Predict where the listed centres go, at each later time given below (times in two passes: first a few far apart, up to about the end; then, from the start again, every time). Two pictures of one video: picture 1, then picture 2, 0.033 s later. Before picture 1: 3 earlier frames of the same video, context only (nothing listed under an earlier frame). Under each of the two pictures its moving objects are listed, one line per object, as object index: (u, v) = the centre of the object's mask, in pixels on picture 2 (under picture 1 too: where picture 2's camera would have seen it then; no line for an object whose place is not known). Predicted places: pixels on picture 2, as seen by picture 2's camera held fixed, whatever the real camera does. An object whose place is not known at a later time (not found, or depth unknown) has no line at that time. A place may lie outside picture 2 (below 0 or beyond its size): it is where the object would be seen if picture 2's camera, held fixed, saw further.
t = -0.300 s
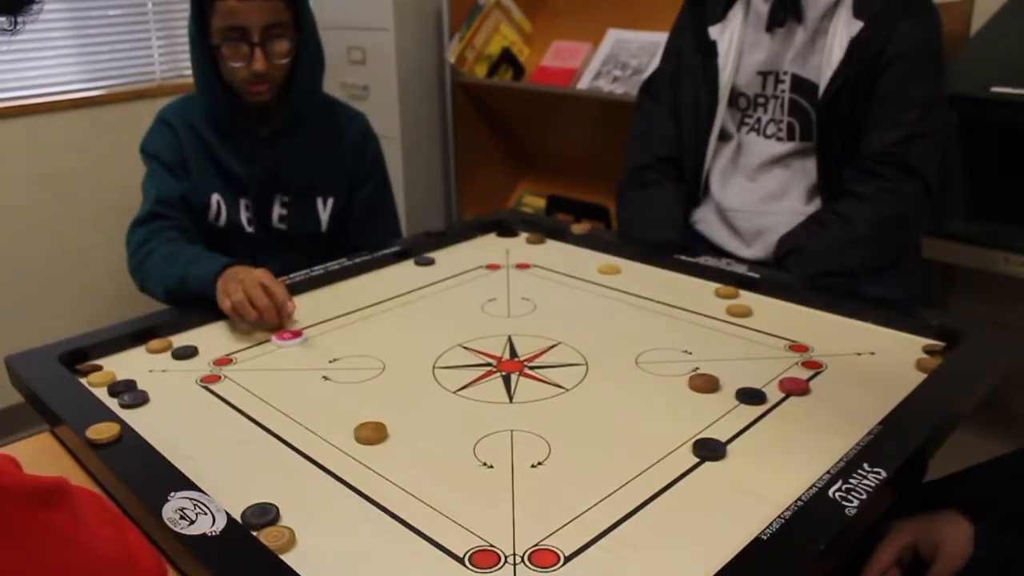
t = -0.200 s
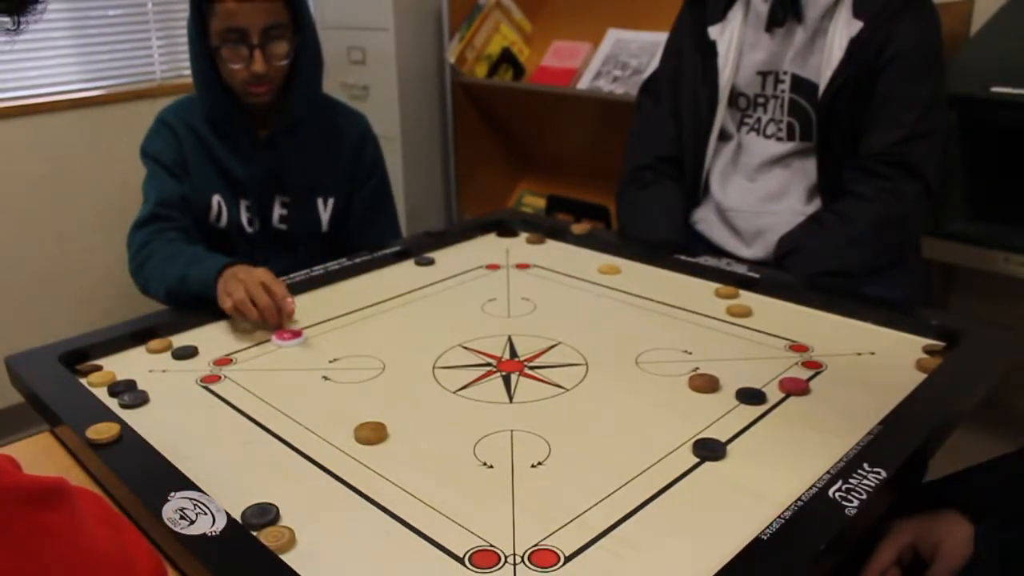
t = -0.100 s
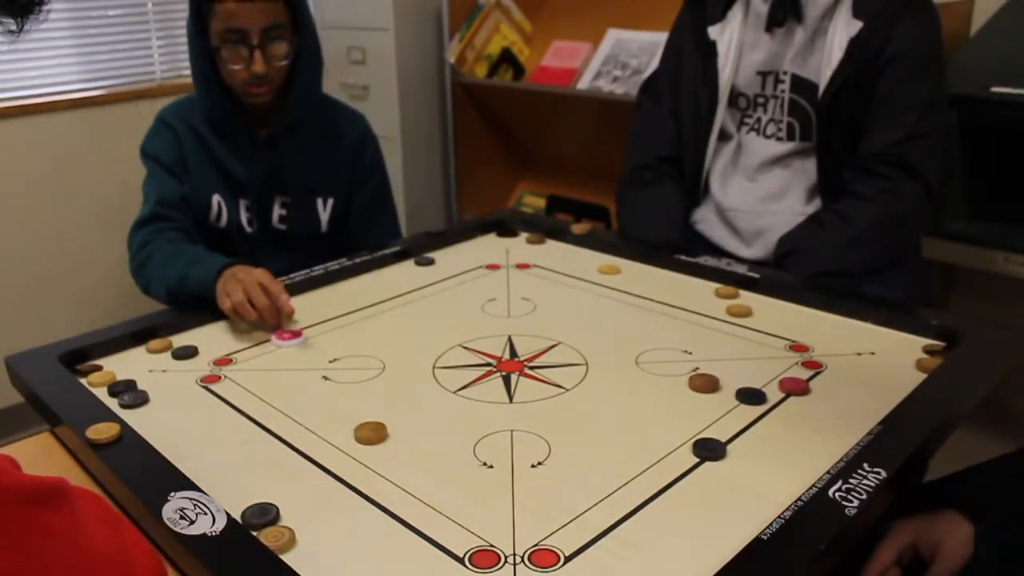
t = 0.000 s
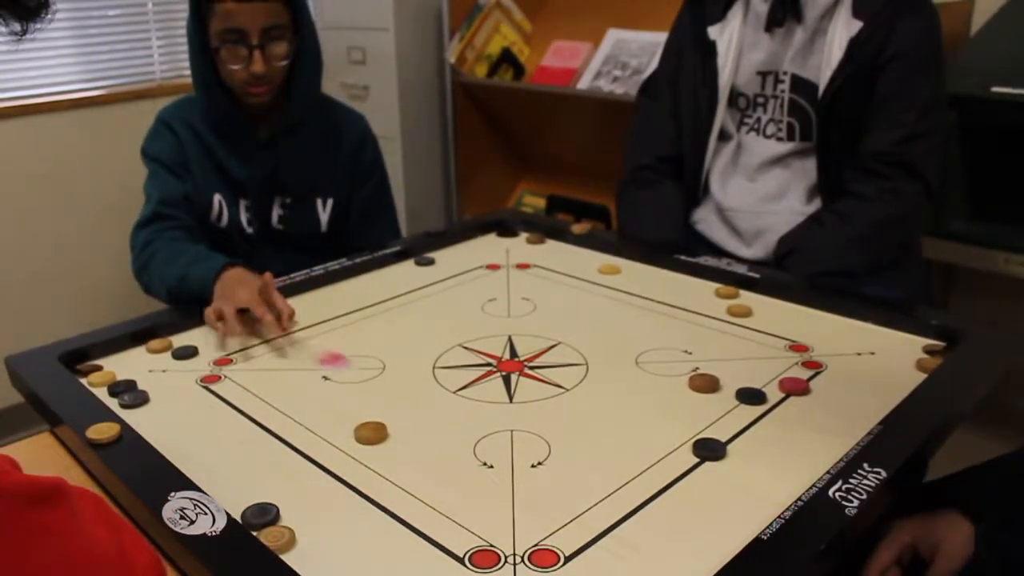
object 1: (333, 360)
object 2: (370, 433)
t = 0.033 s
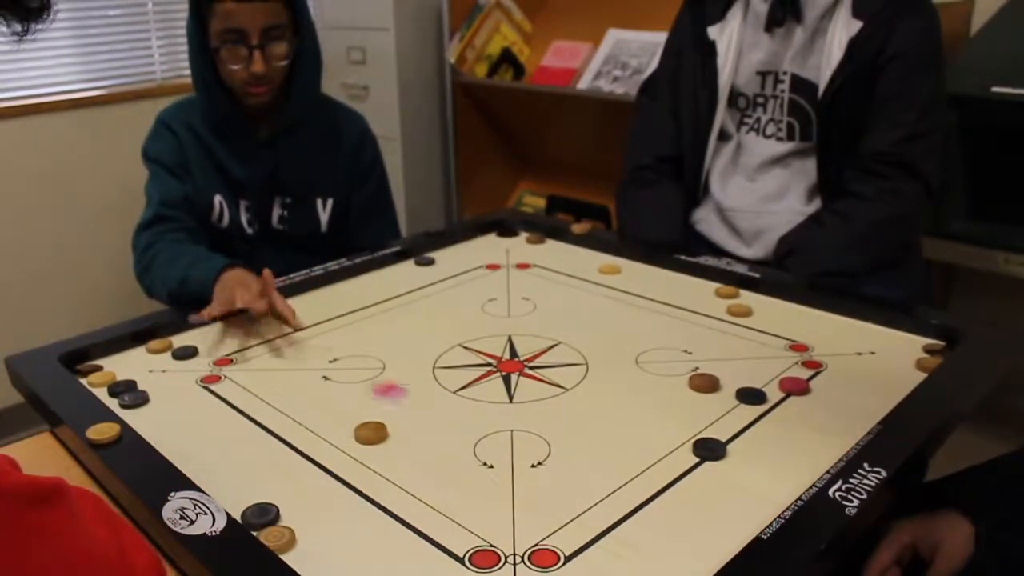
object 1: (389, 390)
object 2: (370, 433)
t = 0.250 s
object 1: (523, 488)
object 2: (370, 433)
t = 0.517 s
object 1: (357, 401)
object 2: (135, 366)
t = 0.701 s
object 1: (345, 391)
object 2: (132, 371)
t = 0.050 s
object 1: (419, 406)
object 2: (370, 432)
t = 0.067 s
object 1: (455, 425)
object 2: (370, 433)
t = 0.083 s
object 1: (492, 445)
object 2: (370, 433)
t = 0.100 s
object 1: (535, 467)
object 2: (370, 433)
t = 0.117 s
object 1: (579, 491)
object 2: (370, 433)
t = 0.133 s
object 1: (627, 516)
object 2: (370, 433)
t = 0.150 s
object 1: (684, 543)
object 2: (370, 433)
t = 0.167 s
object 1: (691, 550)
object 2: (370, 433)
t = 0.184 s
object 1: (654, 536)
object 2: (370, 433)
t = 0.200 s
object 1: (619, 524)
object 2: (370, 433)
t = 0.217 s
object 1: (586, 511)
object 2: (370, 433)
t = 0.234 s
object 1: (553, 498)
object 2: (370, 433)
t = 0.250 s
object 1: (523, 488)
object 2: (370, 433)
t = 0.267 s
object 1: (495, 476)
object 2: (370, 433)
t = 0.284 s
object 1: (468, 466)
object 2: (370, 433)
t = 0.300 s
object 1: (441, 456)
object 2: (370, 433)
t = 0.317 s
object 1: (417, 445)
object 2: (370, 432)
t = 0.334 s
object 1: (402, 438)
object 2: (361, 429)
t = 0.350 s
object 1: (396, 434)
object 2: (334, 420)
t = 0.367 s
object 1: (391, 429)
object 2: (308, 413)
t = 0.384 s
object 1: (386, 425)
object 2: (283, 409)
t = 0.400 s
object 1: (382, 422)
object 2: (261, 403)
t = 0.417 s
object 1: (378, 418)
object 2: (240, 396)
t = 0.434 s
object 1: (374, 414)
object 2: (219, 390)
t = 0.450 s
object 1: (369, 411)
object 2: (197, 386)
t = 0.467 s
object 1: (365, 408)
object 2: (182, 380)
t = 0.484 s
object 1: (362, 405)
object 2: (166, 375)
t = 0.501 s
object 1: (359, 403)
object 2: (150, 371)
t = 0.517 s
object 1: (357, 401)
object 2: (135, 366)
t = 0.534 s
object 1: (355, 399)
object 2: (121, 362)
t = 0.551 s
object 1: (353, 397)
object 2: (108, 358)
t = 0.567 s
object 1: (352, 396)
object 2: (110, 361)
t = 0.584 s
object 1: (350, 395)
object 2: (113, 365)
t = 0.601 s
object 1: (349, 394)
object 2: (115, 367)
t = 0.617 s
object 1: (347, 393)
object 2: (118, 369)
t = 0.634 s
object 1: (347, 392)
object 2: (122, 369)
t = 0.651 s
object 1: (346, 391)
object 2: (125, 370)
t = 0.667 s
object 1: (346, 391)
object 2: (128, 370)
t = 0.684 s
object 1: (345, 391)
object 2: (130, 371)
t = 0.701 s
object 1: (345, 391)
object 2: (132, 371)
